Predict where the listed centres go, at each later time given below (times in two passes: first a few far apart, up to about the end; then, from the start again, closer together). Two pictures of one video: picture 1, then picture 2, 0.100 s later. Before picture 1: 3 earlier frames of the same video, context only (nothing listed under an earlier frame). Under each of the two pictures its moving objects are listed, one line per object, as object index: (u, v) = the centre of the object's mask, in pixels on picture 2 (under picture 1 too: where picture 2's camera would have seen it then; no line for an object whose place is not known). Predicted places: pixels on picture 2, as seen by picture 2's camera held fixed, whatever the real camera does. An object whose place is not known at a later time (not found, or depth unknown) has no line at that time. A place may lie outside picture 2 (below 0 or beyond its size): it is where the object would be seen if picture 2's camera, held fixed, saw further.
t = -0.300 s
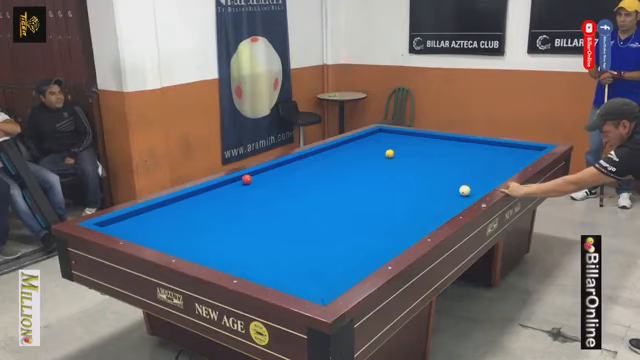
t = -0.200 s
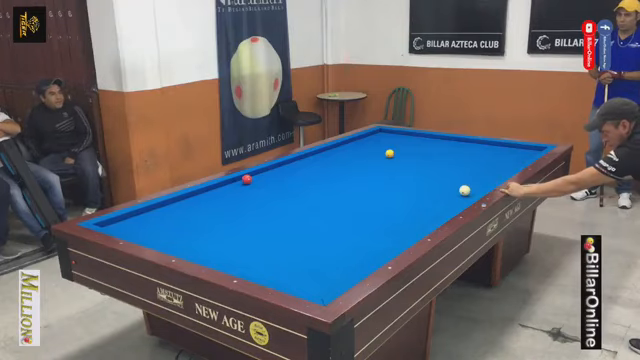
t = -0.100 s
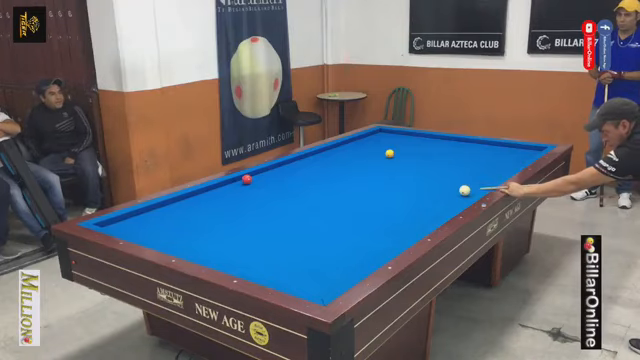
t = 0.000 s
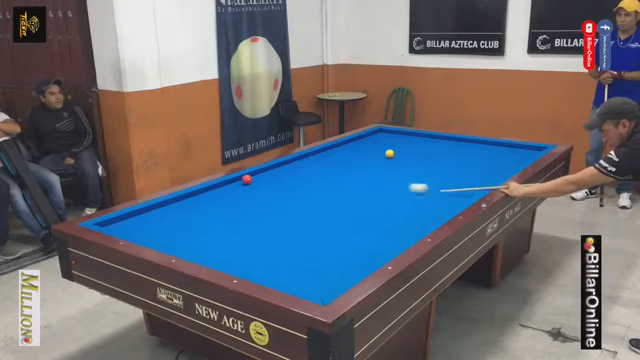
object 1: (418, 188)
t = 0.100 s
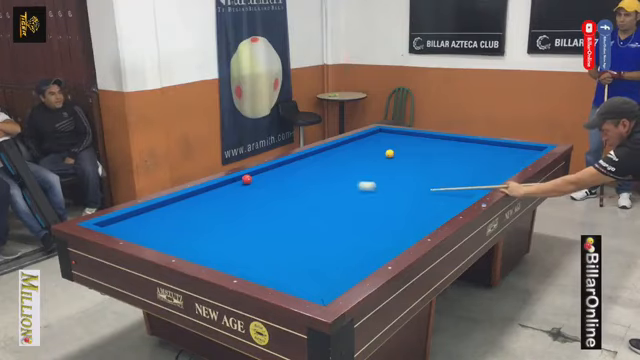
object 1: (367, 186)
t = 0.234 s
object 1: (305, 184)
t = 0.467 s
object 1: (215, 186)
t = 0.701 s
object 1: (197, 209)
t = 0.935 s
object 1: (165, 236)
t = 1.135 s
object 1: (205, 238)
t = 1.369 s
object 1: (268, 235)
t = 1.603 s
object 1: (328, 231)
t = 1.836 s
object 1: (386, 227)
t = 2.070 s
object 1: (422, 219)
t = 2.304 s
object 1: (417, 206)
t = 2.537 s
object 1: (413, 193)
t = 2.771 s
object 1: (410, 182)
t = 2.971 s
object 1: (407, 174)
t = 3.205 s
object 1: (404, 165)
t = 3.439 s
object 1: (402, 158)
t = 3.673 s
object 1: (400, 151)
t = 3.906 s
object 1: (398, 145)
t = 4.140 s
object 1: (396, 139)
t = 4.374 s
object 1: (395, 134)
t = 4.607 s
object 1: (389, 131)
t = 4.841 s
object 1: (374, 132)
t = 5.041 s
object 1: (375, 134)
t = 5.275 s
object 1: (375, 137)
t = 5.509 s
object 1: (376, 140)
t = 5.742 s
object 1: (377, 143)
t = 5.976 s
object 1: (378, 146)
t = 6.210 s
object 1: (378, 149)
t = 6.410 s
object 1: (380, 152)
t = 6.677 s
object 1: (380, 155)
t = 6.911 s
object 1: (381, 158)
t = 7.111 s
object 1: (381, 161)
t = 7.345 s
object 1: (382, 165)
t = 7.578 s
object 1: (383, 168)
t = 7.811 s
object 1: (384, 172)
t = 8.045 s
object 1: (385, 175)
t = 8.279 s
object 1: (385, 179)
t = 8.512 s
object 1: (387, 182)
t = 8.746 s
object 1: (387, 186)
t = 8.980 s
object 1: (388, 190)
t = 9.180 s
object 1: (389, 192)
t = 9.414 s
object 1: (390, 196)
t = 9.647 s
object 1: (391, 200)
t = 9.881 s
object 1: (392, 203)
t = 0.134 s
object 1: (350, 185)
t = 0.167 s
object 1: (335, 185)
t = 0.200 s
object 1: (320, 184)
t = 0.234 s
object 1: (305, 184)
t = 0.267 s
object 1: (291, 183)
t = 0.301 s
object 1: (277, 183)
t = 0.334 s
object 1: (263, 182)
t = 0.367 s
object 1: (248, 181)
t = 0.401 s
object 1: (237, 183)
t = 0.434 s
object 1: (224, 184)
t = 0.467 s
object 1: (215, 186)
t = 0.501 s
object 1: (214, 190)
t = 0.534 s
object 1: (212, 193)
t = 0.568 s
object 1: (209, 196)
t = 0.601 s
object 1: (207, 199)
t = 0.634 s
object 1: (203, 202)
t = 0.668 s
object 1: (200, 206)
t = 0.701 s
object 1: (197, 209)
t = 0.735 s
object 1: (192, 213)
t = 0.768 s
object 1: (188, 216)
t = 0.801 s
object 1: (184, 220)
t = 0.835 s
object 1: (180, 224)
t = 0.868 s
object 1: (175, 228)
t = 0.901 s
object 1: (170, 232)
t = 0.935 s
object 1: (165, 236)
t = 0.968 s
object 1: (161, 240)
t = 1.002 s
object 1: (162, 241)
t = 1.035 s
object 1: (174, 241)
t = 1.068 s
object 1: (185, 240)
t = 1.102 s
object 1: (196, 239)
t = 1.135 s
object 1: (205, 238)
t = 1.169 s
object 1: (215, 237)
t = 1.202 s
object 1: (224, 237)
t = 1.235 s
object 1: (233, 237)
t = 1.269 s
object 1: (242, 236)
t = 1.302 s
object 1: (250, 236)
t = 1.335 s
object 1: (259, 235)
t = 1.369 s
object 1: (268, 235)
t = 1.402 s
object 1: (277, 234)
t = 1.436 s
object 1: (285, 233)
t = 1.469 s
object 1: (294, 233)
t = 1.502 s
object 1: (303, 232)
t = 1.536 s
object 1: (311, 232)
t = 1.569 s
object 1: (320, 231)
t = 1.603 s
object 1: (328, 231)
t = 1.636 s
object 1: (337, 231)
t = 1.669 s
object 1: (345, 230)
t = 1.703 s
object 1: (353, 229)
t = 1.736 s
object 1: (362, 229)
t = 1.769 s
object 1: (370, 228)
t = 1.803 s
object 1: (379, 228)
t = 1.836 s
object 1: (386, 227)
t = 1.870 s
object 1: (395, 227)
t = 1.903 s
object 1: (403, 227)
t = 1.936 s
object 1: (411, 226)
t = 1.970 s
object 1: (419, 225)
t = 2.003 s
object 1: (424, 224)
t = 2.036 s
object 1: (423, 222)
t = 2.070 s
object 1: (422, 219)
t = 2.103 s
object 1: (421, 218)
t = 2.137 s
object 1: (420, 215)
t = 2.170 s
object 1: (419, 213)
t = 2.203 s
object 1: (419, 211)
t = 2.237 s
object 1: (418, 209)
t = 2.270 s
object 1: (417, 207)
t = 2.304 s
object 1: (417, 206)
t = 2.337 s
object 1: (416, 204)
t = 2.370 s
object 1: (416, 202)
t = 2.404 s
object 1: (415, 200)
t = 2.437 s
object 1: (414, 198)
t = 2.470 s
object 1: (414, 196)
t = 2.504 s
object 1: (413, 195)
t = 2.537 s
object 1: (413, 193)
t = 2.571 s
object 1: (413, 192)
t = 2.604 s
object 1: (412, 190)
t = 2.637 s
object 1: (412, 188)
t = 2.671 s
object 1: (411, 187)
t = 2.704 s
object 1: (411, 185)
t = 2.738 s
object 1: (410, 184)
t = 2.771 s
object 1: (410, 182)
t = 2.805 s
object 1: (409, 181)
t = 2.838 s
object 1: (409, 179)
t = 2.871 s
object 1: (408, 178)
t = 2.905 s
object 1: (408, 177)
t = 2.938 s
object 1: (407, 176)
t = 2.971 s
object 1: (407, 174)
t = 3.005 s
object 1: (407, 173)
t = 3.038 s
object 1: (406, 172)
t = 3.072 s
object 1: (406, 170)
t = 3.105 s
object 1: (406, 169)
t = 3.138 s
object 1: (405, 168)
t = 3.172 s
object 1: (405, 167)
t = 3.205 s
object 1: (404, 165)
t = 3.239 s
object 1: (404, 165)
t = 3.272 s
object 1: (404, 164)
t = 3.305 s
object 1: (404, 162)
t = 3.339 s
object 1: (403, 161)
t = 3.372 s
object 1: (403, 160)
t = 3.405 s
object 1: (403, 159)
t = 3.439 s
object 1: (402, 158)
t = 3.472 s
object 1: (402, 157)
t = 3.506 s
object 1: (401, 156)
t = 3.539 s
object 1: (401, 155)
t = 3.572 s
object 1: (401, 154)
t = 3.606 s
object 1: (401, 153)
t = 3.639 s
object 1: (401, 152)
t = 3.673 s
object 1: (400, 151)
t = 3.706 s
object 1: (400, 150)
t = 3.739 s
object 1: (399, 149)
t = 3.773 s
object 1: (399, 148)
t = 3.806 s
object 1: (399, 148)
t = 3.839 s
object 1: (399, 147)
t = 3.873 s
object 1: (398, 146)
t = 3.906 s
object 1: (398, 145)
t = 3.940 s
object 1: (398, 144)
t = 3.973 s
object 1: (398, 144)
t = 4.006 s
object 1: (397, 142)
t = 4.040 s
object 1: (397, 142)
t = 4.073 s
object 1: (397, 141)
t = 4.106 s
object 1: (397, 140)
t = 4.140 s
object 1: (396, 139)
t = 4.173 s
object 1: (396, 139)
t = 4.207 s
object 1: (396, 138)
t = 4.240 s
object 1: (395, 137)
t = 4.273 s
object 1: (395, 137)
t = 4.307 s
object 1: (395, 136)
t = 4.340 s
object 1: (395, 135)
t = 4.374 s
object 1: (395, 134)
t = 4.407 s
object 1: (395, 134)
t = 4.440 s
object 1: (395, 133)
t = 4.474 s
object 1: (394, 132)
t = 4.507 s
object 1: (394, 132)
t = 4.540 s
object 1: (394, 131)
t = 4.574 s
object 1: (392, 131)
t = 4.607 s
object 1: (389, 131)
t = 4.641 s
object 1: (387, 131)
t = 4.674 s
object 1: (384, 131)
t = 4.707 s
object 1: (382, 131)
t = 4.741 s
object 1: (379, 131)
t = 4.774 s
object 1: (377, 131)
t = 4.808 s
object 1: (375, 132)
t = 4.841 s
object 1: (374, 132)
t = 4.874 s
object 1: (374, 132)
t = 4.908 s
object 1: (374, 133)
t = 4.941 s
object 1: (374, 133)
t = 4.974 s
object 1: (374, 134)
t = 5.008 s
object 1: (375, 134)
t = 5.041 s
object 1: (375, 134)
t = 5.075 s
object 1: (375, 135)
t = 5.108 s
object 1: (375, 135)
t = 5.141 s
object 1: (375, 135)
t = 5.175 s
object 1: (375, 136)
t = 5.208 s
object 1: (375, 136)
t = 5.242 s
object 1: (375, 137)
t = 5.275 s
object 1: (375, 137)
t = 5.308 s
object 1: (376, 138)
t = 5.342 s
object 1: (376, 138)
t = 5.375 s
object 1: (376, 138)
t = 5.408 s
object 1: (376, 139)
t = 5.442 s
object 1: (376, 139)
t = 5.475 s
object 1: (376, 140)
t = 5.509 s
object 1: (376, 140)
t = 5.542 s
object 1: (376, 140)
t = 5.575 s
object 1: (376, 141)
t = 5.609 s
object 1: (376, 141)
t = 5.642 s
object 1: (377, 142)
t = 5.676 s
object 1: (377, 142)
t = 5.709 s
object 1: (377, 143)
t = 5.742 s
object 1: (377, 143)
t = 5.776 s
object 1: (377, 143)
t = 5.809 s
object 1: (377, 144)
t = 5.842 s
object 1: (377, 144)
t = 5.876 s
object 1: (377, 145)
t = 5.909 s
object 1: (378, 145)
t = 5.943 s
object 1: (378, 145)
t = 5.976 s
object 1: (378, 146)
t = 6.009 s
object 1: (378, 147)
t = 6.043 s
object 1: (378, 147)
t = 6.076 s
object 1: (378, 147)
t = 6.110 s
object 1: (378, 148)
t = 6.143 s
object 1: (378, 148)
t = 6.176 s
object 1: (378, 149)
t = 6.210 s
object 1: (378, 149)
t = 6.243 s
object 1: (379, 150)
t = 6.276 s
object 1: (379, 150)
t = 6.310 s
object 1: (379, 150)
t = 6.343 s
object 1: (379, 151)
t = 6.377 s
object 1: (379, 152)
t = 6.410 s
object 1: (380, 152)
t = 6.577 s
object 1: (379, 154)
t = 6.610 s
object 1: (380, 155)
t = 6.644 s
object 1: (380, 155)
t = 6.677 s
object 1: (380, 155)
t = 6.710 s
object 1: (380, 156)
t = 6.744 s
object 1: (380, 156)
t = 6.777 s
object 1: (380, 157)
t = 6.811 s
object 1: (380, 157)
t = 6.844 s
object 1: (380, 158)
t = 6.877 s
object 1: (381, 158)
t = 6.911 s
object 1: (381, 158)
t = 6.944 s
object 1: (381, 159)
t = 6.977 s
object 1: (381, 160)
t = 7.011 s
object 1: (381, 160)
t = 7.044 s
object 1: (381, 160)
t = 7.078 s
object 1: (381, 160)
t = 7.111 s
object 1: (381, 161)
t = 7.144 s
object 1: (381, 162)
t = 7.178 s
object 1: (382, 162)
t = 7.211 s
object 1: (382, 163)
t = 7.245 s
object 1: (382, 164)
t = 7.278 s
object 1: (382, 164)
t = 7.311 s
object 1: (382, 165)
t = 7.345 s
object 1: (382, 165)
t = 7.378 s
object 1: (382, 165)
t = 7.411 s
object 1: (382, 166)
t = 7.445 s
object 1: (383, 166)
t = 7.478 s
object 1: (383, 166)
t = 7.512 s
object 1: (383, 167)
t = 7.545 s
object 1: (383, 168)
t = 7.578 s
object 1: (383, 168)
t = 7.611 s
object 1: (383, 169)
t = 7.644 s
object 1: (383, 169)
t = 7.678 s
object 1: (383, 170)
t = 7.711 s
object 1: (383, 170)
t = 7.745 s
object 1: (384, 171)
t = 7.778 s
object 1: (384, 171)
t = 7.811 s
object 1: (384, 172)
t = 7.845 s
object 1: (384, 172)
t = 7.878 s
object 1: (384, 173)
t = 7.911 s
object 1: (384, 173)
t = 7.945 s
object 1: (384, 174)
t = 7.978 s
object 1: (384, 174)
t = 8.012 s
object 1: (384, 175)
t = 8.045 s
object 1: (385, 175)
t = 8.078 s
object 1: (385, 176)
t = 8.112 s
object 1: (385, 176)
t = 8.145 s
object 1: (385, 177)
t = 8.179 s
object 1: (385, 177)
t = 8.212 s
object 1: (385, 178)
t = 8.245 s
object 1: (385, 178)
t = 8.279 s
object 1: (385, 179)
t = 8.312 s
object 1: (386, 179)
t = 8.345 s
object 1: (386, 180)
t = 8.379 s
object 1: (386, 180)
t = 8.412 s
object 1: (386, 181)
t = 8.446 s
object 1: (386, 181)
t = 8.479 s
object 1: (387, 182)
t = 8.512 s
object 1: (387, 182)
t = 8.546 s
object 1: (387, 183)
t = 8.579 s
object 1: (387, 183)
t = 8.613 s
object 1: (387, 184)
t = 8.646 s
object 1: (387, 184)
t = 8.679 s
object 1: (387, 185)
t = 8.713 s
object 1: (387, 185)
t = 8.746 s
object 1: (387, 186)
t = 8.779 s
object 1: (388, 186)
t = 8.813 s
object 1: (388, 187)
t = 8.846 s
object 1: (388, 187)
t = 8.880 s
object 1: (388, 188)
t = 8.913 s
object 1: (388, 188)
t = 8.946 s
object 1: (388, 189)
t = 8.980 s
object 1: (388, 190)
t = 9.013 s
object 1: (389, 190)
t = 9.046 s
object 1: (389, 190)
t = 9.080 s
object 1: (389, 191)
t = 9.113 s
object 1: (389, 191)
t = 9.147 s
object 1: (389, 192)
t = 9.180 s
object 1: (389, 192)
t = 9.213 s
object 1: (390, 193)
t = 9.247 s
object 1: (390, 194)
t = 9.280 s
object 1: (390, 194)
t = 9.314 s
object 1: (390, 194)
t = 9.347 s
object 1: (390, 195)
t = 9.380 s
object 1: (390, 195)
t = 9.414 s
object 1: (390, 196)
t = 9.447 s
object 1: (390, 197)
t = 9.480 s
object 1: (391, 197)
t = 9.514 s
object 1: (391, 198)
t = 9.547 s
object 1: (391, 198)
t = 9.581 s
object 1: (391, 199)
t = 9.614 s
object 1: (391, 199)
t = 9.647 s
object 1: (391, 200)
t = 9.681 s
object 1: (391, 200)
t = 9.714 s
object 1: (391, 201)
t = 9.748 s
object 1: (392, 201)
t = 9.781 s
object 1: (392, 202)
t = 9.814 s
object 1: (392, 202)
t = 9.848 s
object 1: (392, 203)
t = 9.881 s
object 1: (392, 203)
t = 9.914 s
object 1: (392, 204)
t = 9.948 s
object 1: (392, 204)
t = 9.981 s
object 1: (393, 205)
